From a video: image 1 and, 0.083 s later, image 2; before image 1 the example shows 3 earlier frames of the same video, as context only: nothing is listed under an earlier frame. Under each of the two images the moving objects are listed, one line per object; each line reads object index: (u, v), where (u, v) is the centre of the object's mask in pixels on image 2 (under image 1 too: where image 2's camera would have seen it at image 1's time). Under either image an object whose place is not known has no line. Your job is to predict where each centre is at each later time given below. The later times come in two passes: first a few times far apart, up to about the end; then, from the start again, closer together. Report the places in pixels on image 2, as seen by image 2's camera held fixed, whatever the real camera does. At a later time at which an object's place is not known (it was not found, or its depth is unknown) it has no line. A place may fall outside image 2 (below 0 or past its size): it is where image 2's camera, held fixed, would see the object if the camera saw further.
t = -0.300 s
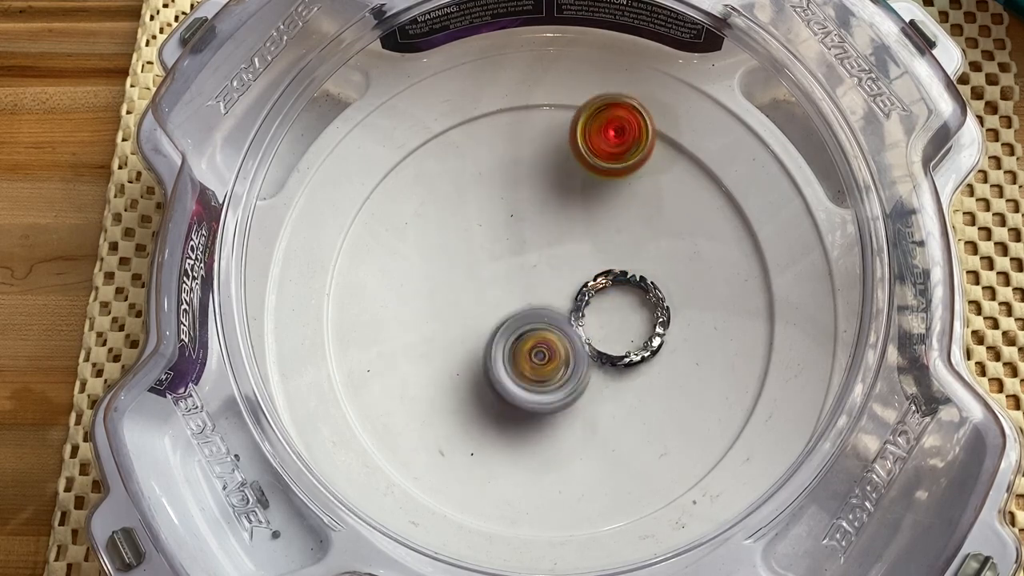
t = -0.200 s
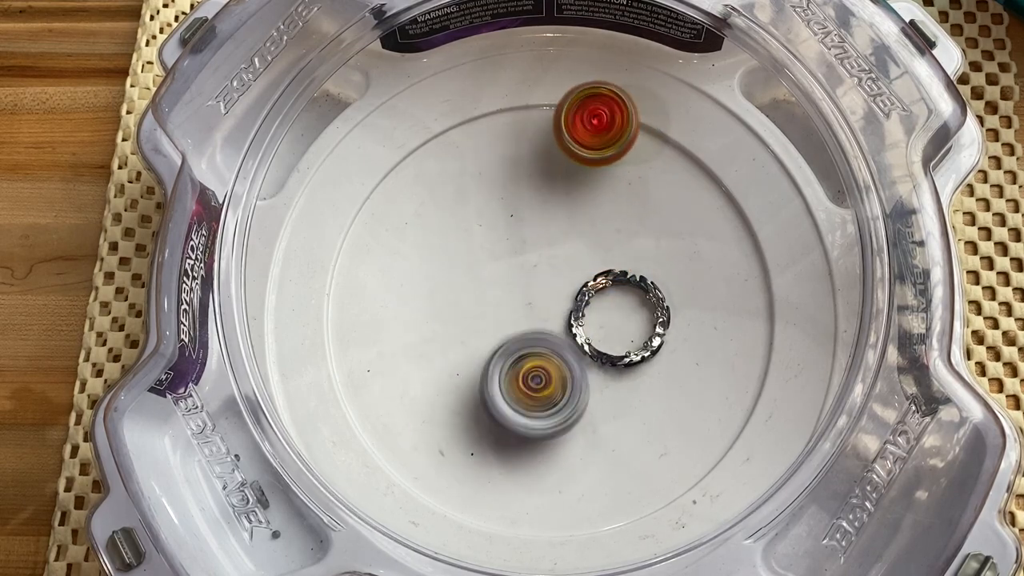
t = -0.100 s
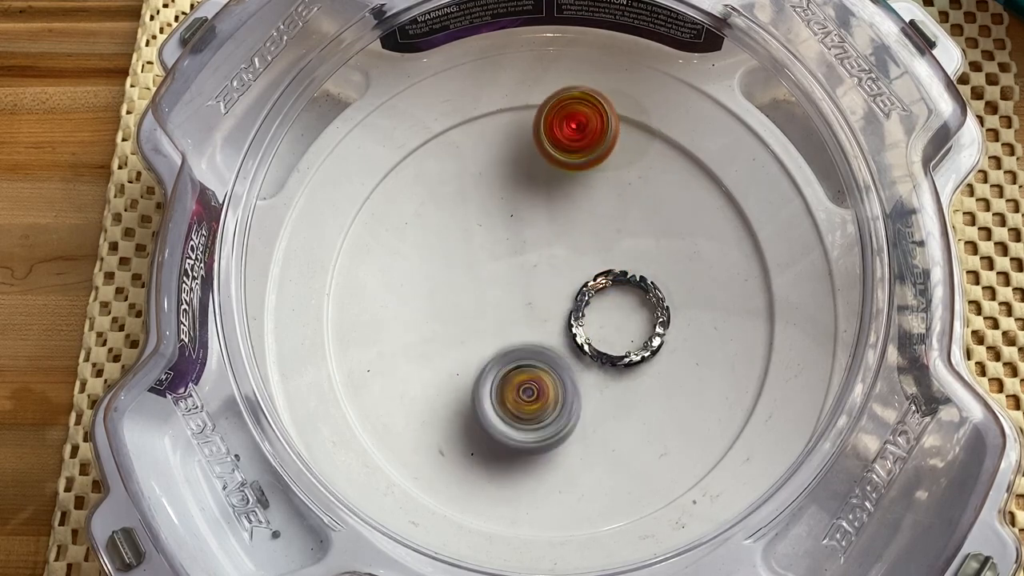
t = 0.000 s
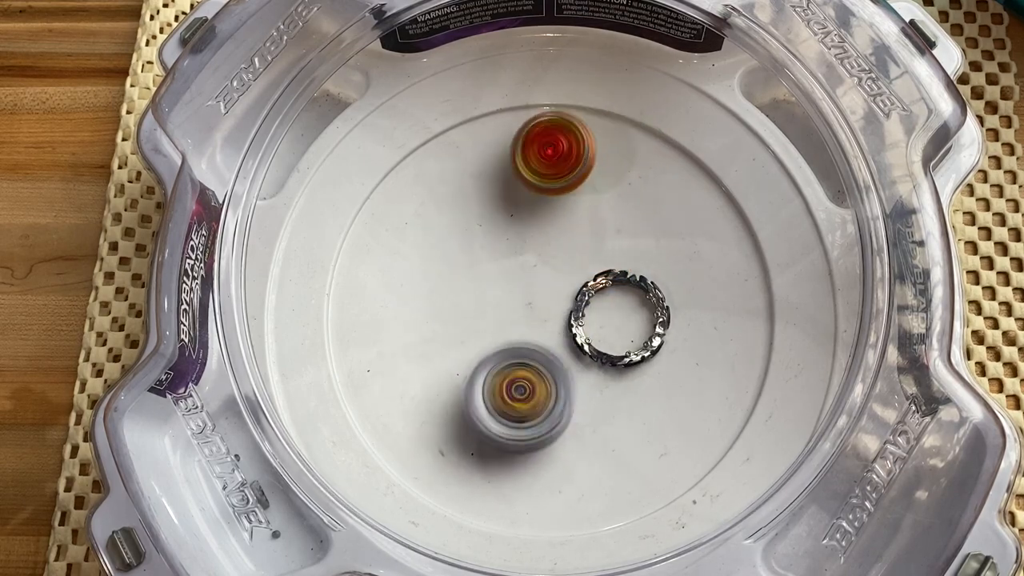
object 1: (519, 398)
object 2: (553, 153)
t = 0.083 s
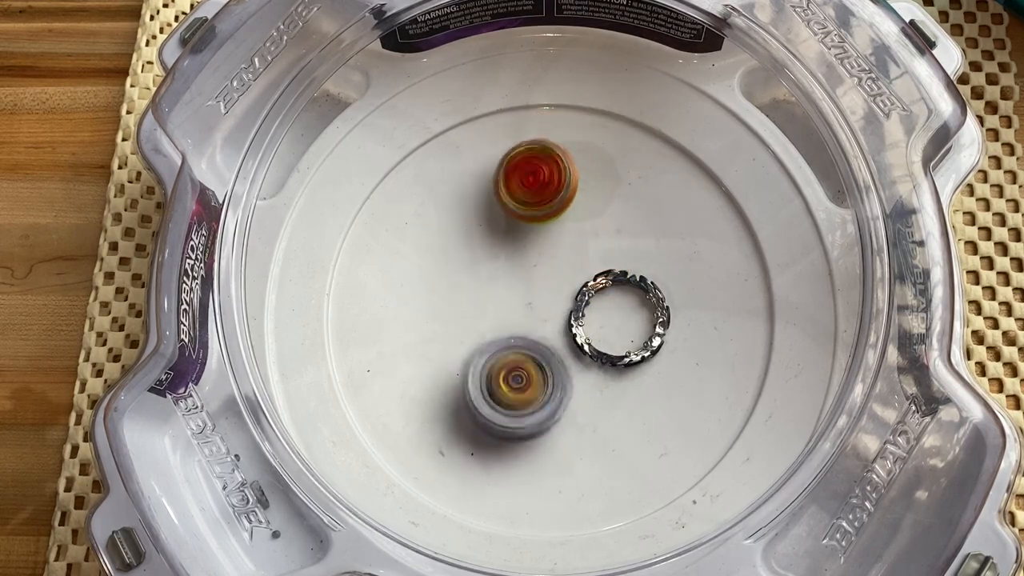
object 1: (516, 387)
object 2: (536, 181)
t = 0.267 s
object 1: (530, 350)
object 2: (516, 254)
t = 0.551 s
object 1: (587, 350)
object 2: (465, 243)
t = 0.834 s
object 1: (594, 332)
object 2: (493, 320)
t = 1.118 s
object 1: (627, 303)
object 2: (486, 364)
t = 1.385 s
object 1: (633, 291)
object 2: (511, 373)
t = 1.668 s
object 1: (595, 278)
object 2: (529, 358)
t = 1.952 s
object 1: (571, 254)
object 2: (528, 341)
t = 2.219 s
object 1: (554, 241)
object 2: (532, 340)
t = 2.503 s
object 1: (521, 222)
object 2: (579, 407)
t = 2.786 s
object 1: (504, 221)
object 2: (634, 452)
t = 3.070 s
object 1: (506, 296)
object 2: (602, 378)
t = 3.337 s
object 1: (462, 323)
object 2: (681, 373)
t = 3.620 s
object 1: (501, 348)
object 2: (637, 302)
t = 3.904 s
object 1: (567, 369)
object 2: (568, 259)
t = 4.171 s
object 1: (601, 358)
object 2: (466, 323)
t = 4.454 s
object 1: (594, 312)
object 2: (451, 361)
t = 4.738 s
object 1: (559, 270)
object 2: (492, 353)
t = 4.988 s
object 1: (527, 243)
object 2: (531, 364)
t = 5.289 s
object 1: (508, 271)
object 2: (571, 349)
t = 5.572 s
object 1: (487, 282)
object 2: (631, 397)
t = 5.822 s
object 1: (500, 325)
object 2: (613, 366)
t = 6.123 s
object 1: (494, 338)
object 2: (663, 322)
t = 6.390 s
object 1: (526, 344)
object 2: (628, 281)
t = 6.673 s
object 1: (536, 352)
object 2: (594, 261)
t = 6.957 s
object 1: (531, 346)
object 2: (569, 257)
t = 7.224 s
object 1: (529, 351)
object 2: (552, 254)
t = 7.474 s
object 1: (532, 358)
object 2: (539, 259)
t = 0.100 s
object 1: (516, 384)
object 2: (534, 186)
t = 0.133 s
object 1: (517, 378)
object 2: (529, 199)
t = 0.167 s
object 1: (517, 370)
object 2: (524, 212)
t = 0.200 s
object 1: (519, 364)
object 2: (520, 226)
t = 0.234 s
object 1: (524, 357)
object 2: (517, 240)
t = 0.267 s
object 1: (530, 350)
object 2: (516, 254)
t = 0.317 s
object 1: (542, 360)
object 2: (498, 229)
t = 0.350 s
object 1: (549, 361)
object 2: (488, 219)
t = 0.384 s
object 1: (556, 361)
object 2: (481, 214)
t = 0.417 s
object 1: (565, 360)
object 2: (475, 214)
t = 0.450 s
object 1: (572, 356)
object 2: (472, 218)
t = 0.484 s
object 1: (578, 352)
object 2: (469, 225)
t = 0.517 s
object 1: (583, 352)
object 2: (467, 233)
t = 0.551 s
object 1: (587, 350)
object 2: (465, 243)
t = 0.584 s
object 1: (590, 349)
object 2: (464, 253)
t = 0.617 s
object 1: (593, 348)
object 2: (464, 263)
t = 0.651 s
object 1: (596, 346)
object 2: (466, 272)
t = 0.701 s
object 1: (597, 344)
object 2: (470, 287)
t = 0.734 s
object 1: (598, 340)
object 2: (475, 296)
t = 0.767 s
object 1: (597, 338)
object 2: (481, 304)
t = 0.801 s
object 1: (596, 335)
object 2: (487, 312)
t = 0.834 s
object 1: (594, 332)
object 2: (493, 320)
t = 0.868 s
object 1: (596, 331)
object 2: (492, 326)
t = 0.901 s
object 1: (599, 328)
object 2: (493, 330)
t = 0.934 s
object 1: (600, 326)
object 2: (496, 334)
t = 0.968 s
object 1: (600, 323)
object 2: (501, 338)
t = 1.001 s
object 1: (603, 321)
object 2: (504, 342)
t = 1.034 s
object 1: (605, 316)
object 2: (505, 346)
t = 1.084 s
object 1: (621, 308)
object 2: (490, 358)
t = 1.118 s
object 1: (627, 303)
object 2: (486, 364)
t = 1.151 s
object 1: (631, 299)
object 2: (485, 368)
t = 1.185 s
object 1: (634, 296)
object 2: (487, 371)
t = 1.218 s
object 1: (637, 292)
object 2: (490, 374)
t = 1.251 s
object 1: (638, 291)
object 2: (493, 377)
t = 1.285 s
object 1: (639, 290)
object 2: (497, 377)
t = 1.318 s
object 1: (638, 289)
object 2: (501, 377)
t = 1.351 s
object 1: (636, 290)
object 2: (506, 375)
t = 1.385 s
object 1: (633, 291)
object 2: (511, 373)
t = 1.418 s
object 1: (629, 292)
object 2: (516, 370)
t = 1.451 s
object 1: (625, 292)
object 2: (521, 366)
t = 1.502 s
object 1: (616, 294)
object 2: (527, 360)
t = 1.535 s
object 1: (608, 295)
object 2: (531, 356)
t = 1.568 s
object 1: (607, 290)
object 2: (529, 360)
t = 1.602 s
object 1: (604, 286)
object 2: (528, 361)
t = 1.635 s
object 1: (599, 281)
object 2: (528, 360)
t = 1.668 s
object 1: (595, 278)
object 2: (529, 358)
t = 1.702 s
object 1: (591, 275)
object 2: (531, 354)
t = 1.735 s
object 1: (590, 269)
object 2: (527, 355)
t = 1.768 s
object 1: (589, 264)
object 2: (524, 356)
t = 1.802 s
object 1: (586, 260)
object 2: (522, 355)
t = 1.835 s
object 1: (582, 259)
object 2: (522, 352)
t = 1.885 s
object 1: (577, 257)
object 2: (524, 347)
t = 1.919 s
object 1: (575, 256)
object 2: (527, 343)
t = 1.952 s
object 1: (571, 254)
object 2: (528, 341)
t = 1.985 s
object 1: (570, 249)
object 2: (525, 345)
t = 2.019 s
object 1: (569, 245)
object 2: (523, 348)
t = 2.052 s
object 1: (567, 242)
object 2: (522, 349)
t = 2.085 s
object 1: (564, 242)
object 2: (522, 348)
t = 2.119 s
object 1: (562, 241)
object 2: (523, 346)
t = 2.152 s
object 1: (560, 241)
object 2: (525, 344)
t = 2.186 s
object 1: (557, 241)
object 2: (529, 341)
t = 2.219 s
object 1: (554, 241)
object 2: (532, 340)
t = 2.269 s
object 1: (550, 237)
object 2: (540, 347)
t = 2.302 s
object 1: (545, 238)
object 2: (544, 348)
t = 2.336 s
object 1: (543, 240)
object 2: (548, 348)
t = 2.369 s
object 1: (540, 242)
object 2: (551, 346)
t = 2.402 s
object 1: (536, 245)
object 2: (555, 344)
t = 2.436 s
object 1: (532, 248)
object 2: (558, 341)
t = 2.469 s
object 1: (526, 232)
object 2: (569, 376)
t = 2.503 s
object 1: (521, 222)
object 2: (579, 407)
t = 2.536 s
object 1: (516, 216)
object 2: (588, 430)
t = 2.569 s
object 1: (512, 212)
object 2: (596, 447)
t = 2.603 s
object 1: (511, 210)
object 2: (604, 456)
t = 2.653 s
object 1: (506, 211)
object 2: (615, 460)
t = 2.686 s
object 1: (505, 213)
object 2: (622, 460)
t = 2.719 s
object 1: (505, 213)
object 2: (627, 459)
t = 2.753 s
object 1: (504, 217)
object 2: (631, 456)
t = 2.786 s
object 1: (504, 221)
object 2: (634, 452)
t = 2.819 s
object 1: (505, 227)
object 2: (635, 446)
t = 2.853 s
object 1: (504, 234)
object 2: (635, 439)
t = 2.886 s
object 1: (504, 240)
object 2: (633, 431)
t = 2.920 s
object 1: (504, 249)
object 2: (629, 421)
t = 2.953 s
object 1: (506, 258)
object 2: (626, 412)
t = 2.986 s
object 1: (504, 269)
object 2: (620, 402)
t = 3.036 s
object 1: (506, 286)
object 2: (609, 387)
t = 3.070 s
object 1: (506, 296)
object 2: (602, 378)
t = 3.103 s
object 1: (506, 304)
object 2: (595, 370)
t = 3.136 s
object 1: (500, 310)
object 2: (603, 369)
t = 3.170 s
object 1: (482, 309)
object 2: (629, 380)
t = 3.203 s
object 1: (471, 309)
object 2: (651, 388)
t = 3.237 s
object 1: (465, 313)
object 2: (666, 391)
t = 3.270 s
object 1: (462, 316)
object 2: (675, 389)
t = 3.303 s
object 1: (462, 319)
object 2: (679, 382)
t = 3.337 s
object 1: (462, 323)
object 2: (681, 373)
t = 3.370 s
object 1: (463, 326)
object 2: (680, 364)
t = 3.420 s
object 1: (468, 332)
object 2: (676, 351)
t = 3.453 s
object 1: (472, 333)
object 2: (672, 342)
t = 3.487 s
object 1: (480, 336)
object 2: (667, 333)
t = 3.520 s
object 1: (483, 340)
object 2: (661, 324)
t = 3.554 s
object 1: (489, 342)
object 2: (653, 316)
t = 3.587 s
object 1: (496, 348)
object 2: (645, 309)
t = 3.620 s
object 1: (501, 348)
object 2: (637, 302)
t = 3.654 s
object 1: (511, 352)
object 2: (629, 296)
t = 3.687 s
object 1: (516, 356)
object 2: (622, 291)
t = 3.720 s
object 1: (524, 357)
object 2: (614, 286)
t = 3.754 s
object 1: (533, 360)
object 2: (607, 281)
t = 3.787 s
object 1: (539, 361)
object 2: (599, 277)
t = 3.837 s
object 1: (553, 364)
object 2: (587, 270)
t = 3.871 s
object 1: (559, 365)
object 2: (578, 265)
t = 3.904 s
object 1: (567, 369)
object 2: (568, 259)
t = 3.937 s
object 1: (572, 371)
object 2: (554, 258)
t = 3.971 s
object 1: (580, 370)
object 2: (540, 261)
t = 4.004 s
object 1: (584, 371)
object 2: (518, 274)
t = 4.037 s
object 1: (591, 368)
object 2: (500, 288)
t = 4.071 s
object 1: (595, 368)
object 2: (486, 300)
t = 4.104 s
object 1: (598, 364)
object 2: (477, 309)
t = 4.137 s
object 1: (601, 364)
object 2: (471, 317)
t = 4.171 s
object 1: (601, 358)
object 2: (466, 323)
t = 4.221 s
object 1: (604, 355)
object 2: (459, 333)
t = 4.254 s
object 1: (603, 348)
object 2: (456, 340)
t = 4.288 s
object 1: (604, 345)
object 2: (452, 345)
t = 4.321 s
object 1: (602, 337)
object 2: (450, 350)
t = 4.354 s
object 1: (601, 334)
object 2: (449, 353)
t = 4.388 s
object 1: (598, 325)
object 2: (448, 356)
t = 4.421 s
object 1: (597, 320)
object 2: (449, 359)
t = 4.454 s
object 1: (594, 312)
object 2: (451, 361)
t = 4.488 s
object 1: (592, 306)
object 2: (453, 362)
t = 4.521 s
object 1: (589, 298)
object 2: (456, 362)
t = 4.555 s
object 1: (585, 293)
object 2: (459, 363)
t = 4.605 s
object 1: (578, 286)
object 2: (466, 361)
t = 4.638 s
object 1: (575, 283)
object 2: (472, 360)
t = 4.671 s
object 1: (570, 277)
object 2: (479, 358)
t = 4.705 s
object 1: (565, 275)
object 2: (486, 356)
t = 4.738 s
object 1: (559, 270)
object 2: (492, 353)
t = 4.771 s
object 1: (554, 267)
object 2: (499, 351)
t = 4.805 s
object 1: (549, 261)
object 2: (504, 354)
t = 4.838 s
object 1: (545, 255)
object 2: (508, 360)
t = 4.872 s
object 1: (542, 250)
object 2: (511, 362)
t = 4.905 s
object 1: (537, 246)
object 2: (516, 364)
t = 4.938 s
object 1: (532, 245)
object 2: (522, 364)
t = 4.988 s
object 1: (527, 243)
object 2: (531, 364)
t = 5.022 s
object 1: (522, 244)
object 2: (538, 363)
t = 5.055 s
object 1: (519, 244)
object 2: (544, 361)
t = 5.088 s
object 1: (517, 247)
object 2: (548, 360)
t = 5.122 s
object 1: (515, 249)
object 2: (554, 360)
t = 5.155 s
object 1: (514, 252)
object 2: (559, 357)
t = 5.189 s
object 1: (511, 255)
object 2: (563, 355)
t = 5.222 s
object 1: (511, 259)
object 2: (566, 353)
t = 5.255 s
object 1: (510, 265)
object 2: (569, 352)
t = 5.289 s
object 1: (508, 271)
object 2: (571, 349)
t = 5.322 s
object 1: (502, 270)
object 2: (583, 361)
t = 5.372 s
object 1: (494, 265)
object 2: (605, 384)
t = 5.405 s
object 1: (491, 266)
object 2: (614, 394)
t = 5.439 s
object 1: (488, 269)
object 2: (620, 398)
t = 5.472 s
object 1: (487, 271)
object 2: (624, 399)
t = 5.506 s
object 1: (487, 275)
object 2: (628, 400)
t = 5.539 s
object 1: (486, 278)
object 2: (631, 398)
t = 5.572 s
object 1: (487, 282)
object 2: (631, 397)
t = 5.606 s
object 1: (490, 286)
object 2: (631, 395)
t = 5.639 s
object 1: (491, 294)
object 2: (627, 390)
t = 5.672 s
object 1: (494, 301)
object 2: (623, 386)
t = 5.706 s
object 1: (497, 306)
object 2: (617, 382)
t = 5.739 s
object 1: (498, 311)
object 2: (611, 376)
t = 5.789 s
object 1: (504, 321)
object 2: (602, 369)
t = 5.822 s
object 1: (500, 325)
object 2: (613, 366)
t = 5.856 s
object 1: (489, 325)
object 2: (639, 366)
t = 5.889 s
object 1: (483, 329)
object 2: (656, 365)
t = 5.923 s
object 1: (483, 332)
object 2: (668, 362)
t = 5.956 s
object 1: (483, 332)
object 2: (674, 356)
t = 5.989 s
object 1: (483, 334)
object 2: (675, 350)
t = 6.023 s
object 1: (485, 336)
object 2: (675, 343)
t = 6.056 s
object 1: (489, 337)
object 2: (673, 335)
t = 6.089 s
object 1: (490, 336)
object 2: (668, 327)
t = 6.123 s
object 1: (494, 338)
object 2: (663, 322)
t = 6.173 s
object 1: (501, 339)
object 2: (654, 314)
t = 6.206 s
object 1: (507, 341)
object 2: (648, 309)
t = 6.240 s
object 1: (514, 340)
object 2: (640, 304)
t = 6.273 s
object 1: (517, 340)
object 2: (633, 300)
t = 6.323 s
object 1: (525, 342)
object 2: (627, 297)
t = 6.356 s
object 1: (531, 341)
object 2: (622, 291)
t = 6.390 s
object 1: (526, 344)
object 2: (628, 281)
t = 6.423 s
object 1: (526, 346)
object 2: (629, 276)
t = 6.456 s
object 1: (529, 347)
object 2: (624, 275)
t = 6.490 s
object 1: (532, 347)
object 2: (620, 274)
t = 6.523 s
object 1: (531, 346)
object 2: (613, 272)
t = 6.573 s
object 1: (536, 344)
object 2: (605, 271)
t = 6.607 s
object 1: (536, 346)
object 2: (599, 271)
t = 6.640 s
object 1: (535, 350)
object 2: (598, 264)
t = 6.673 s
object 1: (536, 352)
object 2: (594, 261)
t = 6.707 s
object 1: (535, 351)
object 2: (591, 260)
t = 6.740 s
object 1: (533, 354)
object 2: (588, 258)
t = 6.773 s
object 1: (532, 356)
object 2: (584, 258)
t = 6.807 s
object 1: (532, 355)
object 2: (581, 258)
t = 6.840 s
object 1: (532, 353)
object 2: (578, 258)
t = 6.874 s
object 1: (532, 350)
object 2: (575, 259)
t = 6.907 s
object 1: (531, 349)
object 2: (572, 259)
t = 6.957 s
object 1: (531, 346)
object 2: (569, 257)
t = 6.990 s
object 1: (531, 349)
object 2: (567, 253)
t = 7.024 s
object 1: (530, 351)
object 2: (567, 250)
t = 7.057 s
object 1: (531, 351)
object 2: (564, 250)
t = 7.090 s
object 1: (530, 349)
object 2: (562, 252)
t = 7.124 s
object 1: (530, 346)
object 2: (560, 253)
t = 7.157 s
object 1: (530, 347)
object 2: (557, 253)
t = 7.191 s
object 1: (529, 350)
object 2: (555, 252)
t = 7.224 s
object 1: (529, 351)
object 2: (552, 254)
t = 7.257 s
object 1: (529, 351)
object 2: (551, 254)
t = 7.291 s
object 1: (530, 350)
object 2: (548, 255)
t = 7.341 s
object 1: (527, 352)
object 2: (546, 252)
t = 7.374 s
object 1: (528, 353)
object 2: (544, 255)
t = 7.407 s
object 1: (529, 357)
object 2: (542, 257)
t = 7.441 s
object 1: (530, 359)
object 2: (539, 258)
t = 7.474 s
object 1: (532, 358)
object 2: (539, 259)
